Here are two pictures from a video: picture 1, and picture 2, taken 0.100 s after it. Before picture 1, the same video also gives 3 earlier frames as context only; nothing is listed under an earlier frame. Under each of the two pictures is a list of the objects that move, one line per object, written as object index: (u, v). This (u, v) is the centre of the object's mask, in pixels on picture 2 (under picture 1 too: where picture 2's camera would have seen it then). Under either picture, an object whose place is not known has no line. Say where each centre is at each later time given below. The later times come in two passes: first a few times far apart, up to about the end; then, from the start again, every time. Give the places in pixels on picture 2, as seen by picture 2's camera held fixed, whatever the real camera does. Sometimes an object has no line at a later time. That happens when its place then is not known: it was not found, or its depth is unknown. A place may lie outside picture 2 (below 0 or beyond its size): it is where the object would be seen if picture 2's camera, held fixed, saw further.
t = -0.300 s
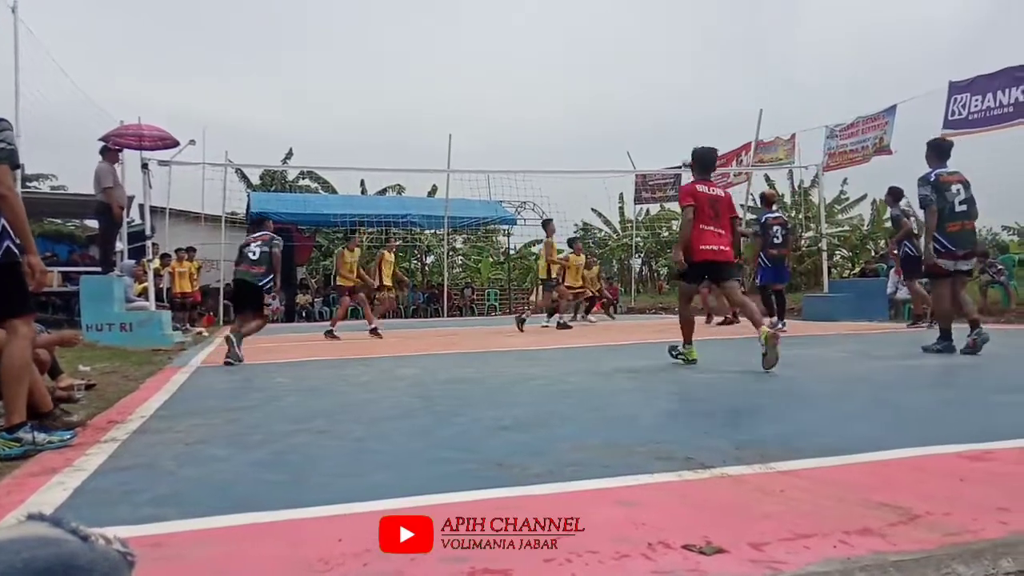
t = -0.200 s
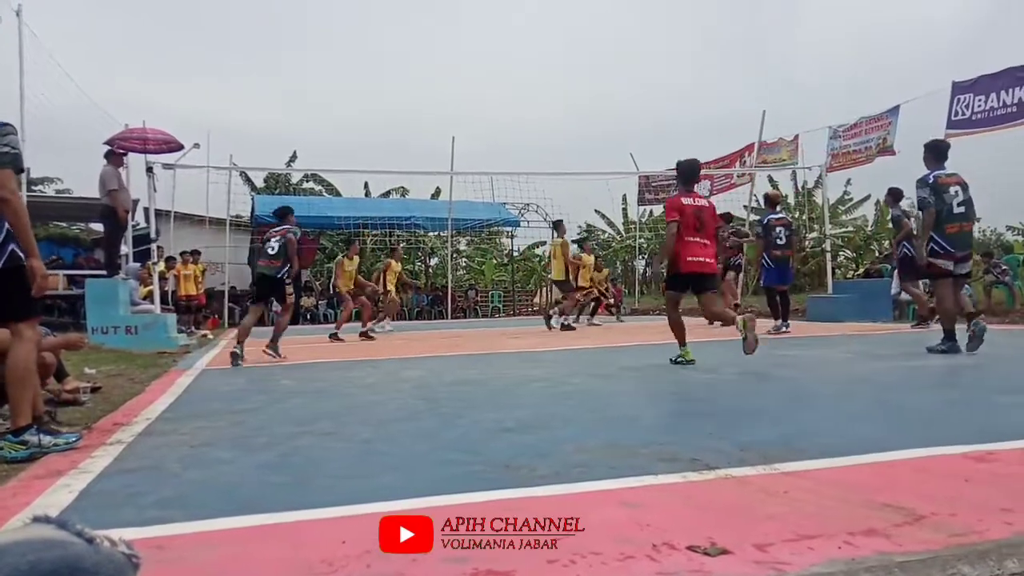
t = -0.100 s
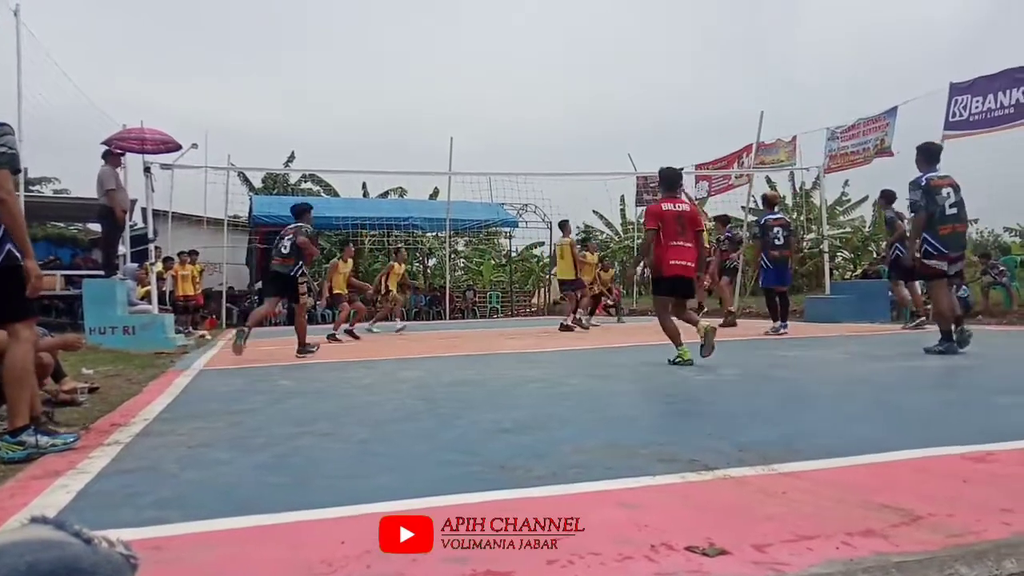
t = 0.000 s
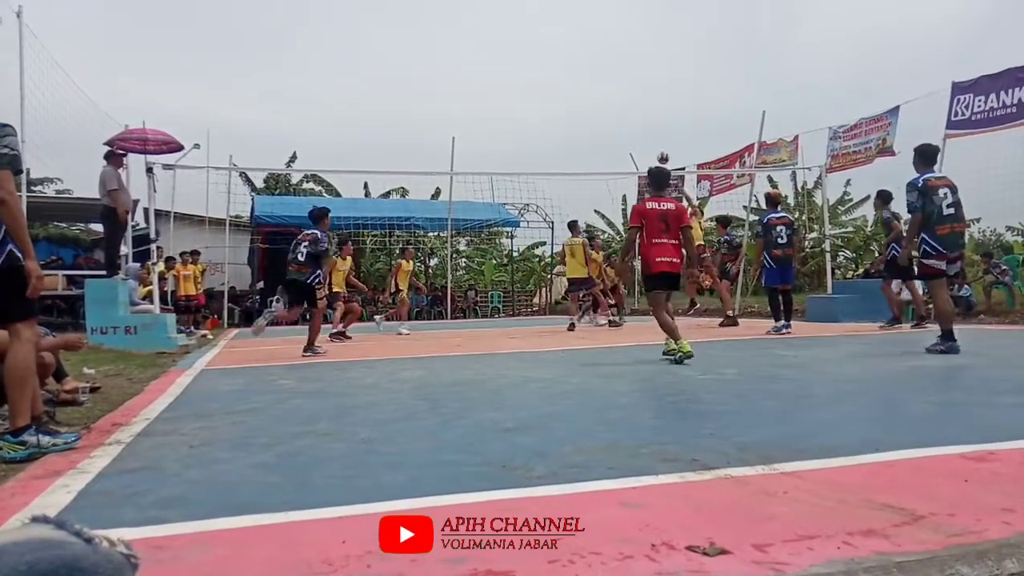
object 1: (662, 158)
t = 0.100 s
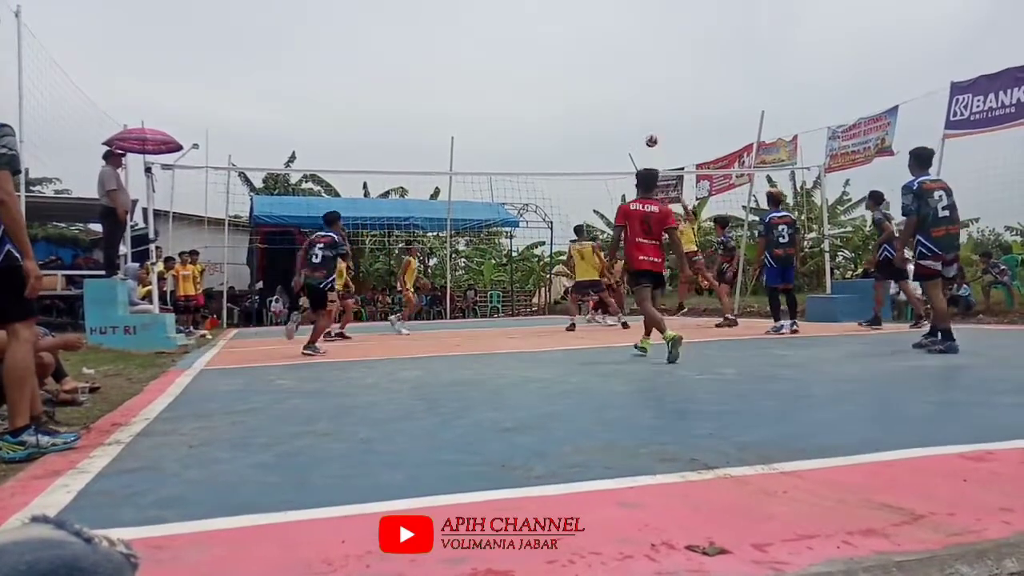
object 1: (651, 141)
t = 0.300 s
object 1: (629, 125)
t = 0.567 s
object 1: (603, 140)
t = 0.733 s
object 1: (588, 168)
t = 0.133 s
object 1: (648, 137)
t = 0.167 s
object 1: (644, 133)
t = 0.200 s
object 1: (640, 130)
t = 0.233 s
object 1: (637, 128)
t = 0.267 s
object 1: (633, 126)
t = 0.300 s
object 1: (629, 125)
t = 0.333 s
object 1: (626, 125)
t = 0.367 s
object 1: (623, 125)
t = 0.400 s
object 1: (620, 126)
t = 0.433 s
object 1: (616, 127)
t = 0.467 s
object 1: (613, 129)
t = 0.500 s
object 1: (609, 133)
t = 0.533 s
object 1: (606, 136)
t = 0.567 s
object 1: (603, 140)
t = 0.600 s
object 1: (600, 145)
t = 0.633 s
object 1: (597, 150)
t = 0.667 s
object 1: (594, 157)
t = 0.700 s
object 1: (591, 163)
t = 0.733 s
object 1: (588, 168)
